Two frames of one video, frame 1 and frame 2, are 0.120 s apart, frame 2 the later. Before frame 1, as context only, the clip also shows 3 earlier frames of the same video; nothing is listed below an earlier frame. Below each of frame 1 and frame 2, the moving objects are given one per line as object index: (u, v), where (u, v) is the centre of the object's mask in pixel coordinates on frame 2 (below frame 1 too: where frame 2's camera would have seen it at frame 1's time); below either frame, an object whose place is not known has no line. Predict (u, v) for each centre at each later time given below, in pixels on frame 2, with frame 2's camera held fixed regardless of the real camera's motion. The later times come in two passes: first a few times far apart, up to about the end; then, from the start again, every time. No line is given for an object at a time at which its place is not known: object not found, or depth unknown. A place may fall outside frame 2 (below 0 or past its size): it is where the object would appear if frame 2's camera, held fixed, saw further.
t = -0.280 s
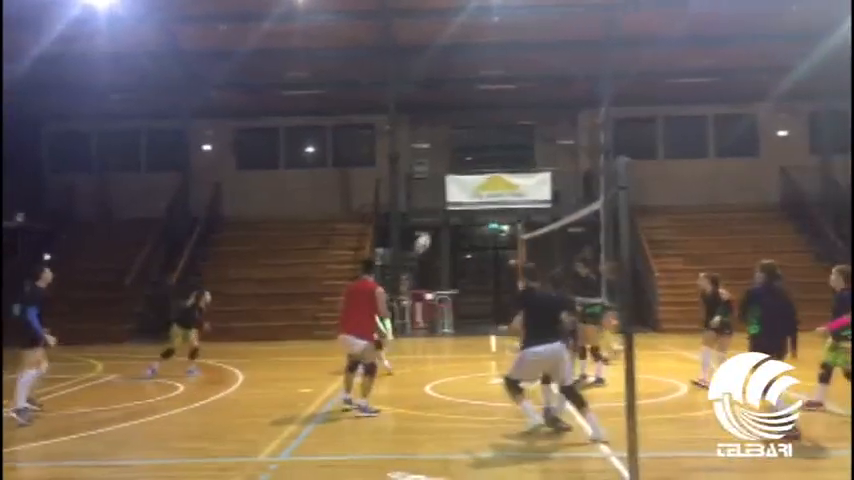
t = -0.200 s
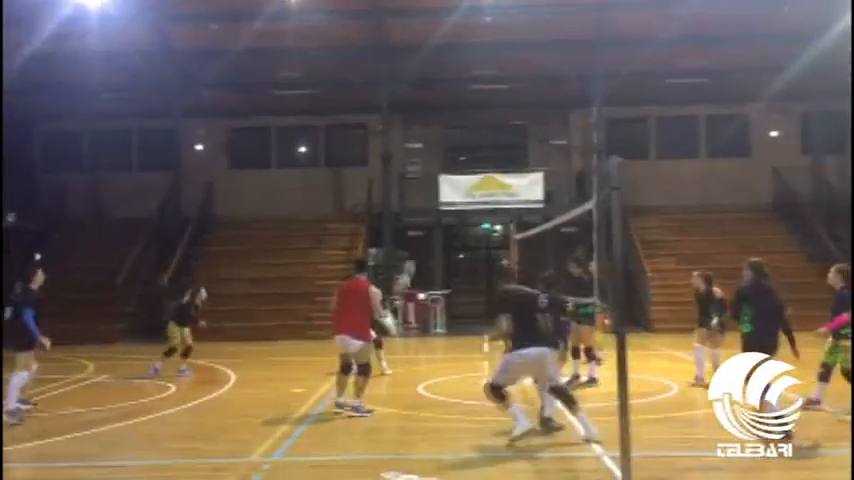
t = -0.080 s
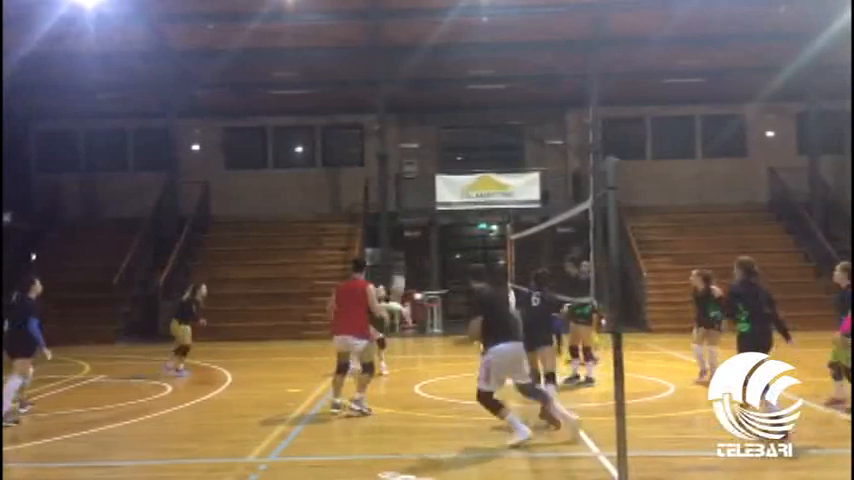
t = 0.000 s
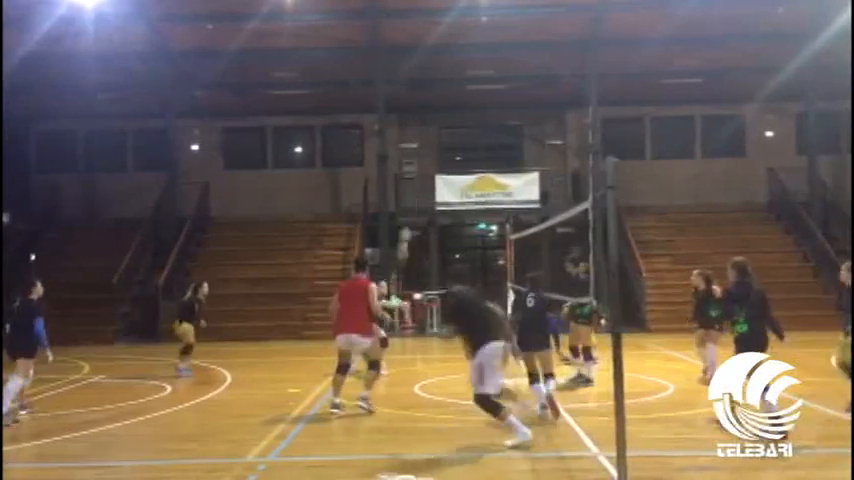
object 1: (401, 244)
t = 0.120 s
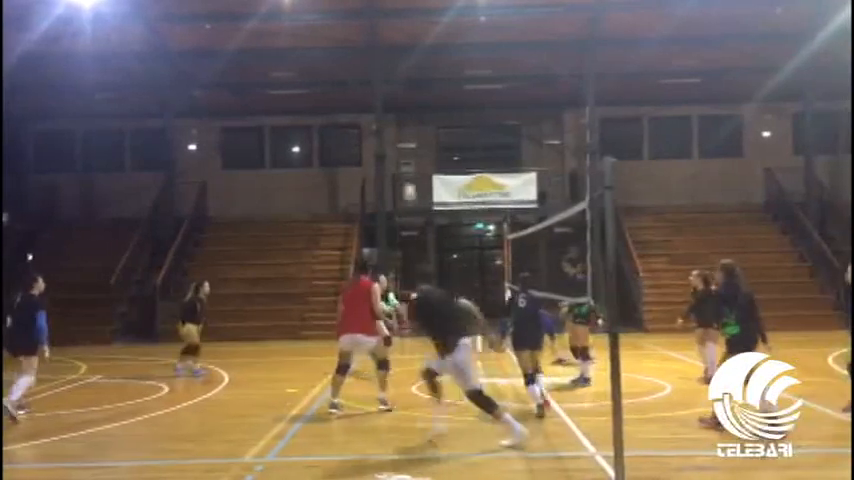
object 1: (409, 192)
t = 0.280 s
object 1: (420, 134)
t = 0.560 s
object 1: (442, 73)
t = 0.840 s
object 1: (465, 60)
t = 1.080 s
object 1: (486, 91)
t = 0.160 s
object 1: (412, 179)
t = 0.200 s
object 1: (416, 162)
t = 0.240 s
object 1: (418, 147)
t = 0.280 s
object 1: (420, 134)
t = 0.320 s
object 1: (423, 124)
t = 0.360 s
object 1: (426, 112)
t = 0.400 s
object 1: (430, 103)
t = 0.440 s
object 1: (432, 94)
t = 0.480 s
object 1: (434, 86)
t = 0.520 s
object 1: (438, 80)
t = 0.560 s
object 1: (442, 73)
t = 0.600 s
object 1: (445, 68)
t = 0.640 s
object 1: (447, 64)
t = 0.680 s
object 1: (451, 61)
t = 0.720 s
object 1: (453, 59)
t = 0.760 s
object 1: (457, 58)
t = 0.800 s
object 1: (460, 59)
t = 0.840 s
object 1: (465, 60)
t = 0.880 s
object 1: (468, 62)
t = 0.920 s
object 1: (471, 65)
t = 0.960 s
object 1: (476, 70)
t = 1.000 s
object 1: (479, 75)
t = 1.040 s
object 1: (483, 82)
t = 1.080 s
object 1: (486, 91)
